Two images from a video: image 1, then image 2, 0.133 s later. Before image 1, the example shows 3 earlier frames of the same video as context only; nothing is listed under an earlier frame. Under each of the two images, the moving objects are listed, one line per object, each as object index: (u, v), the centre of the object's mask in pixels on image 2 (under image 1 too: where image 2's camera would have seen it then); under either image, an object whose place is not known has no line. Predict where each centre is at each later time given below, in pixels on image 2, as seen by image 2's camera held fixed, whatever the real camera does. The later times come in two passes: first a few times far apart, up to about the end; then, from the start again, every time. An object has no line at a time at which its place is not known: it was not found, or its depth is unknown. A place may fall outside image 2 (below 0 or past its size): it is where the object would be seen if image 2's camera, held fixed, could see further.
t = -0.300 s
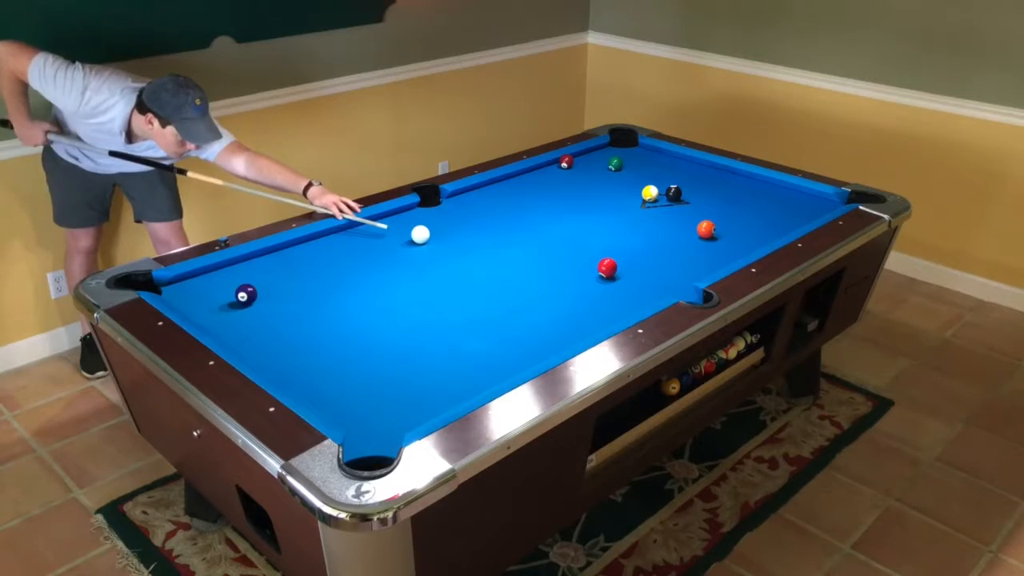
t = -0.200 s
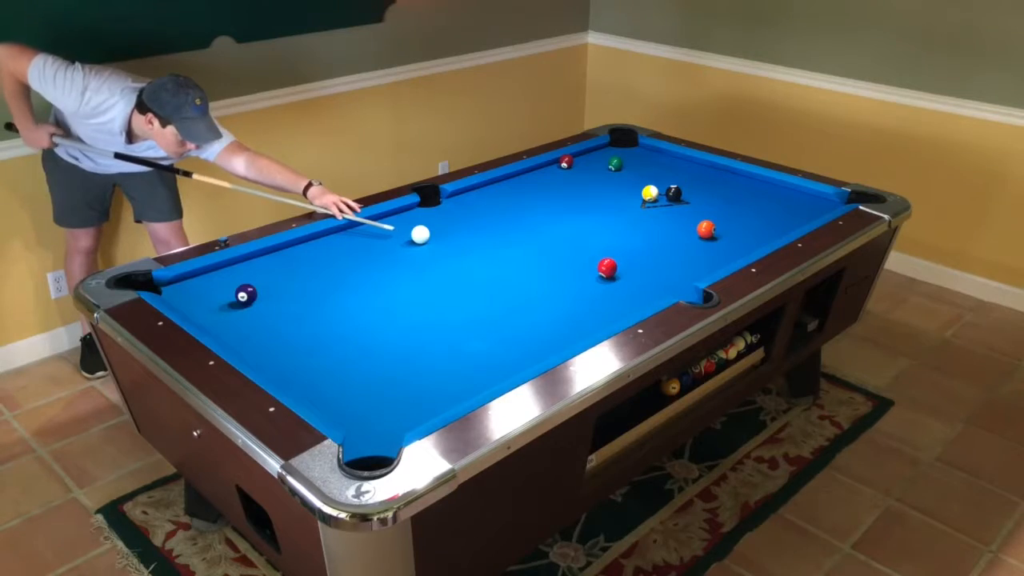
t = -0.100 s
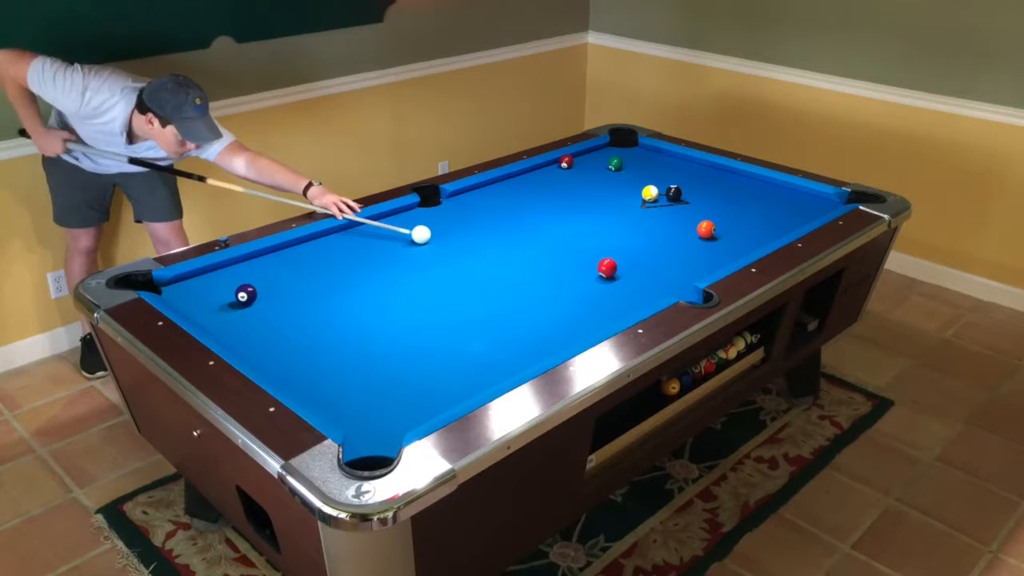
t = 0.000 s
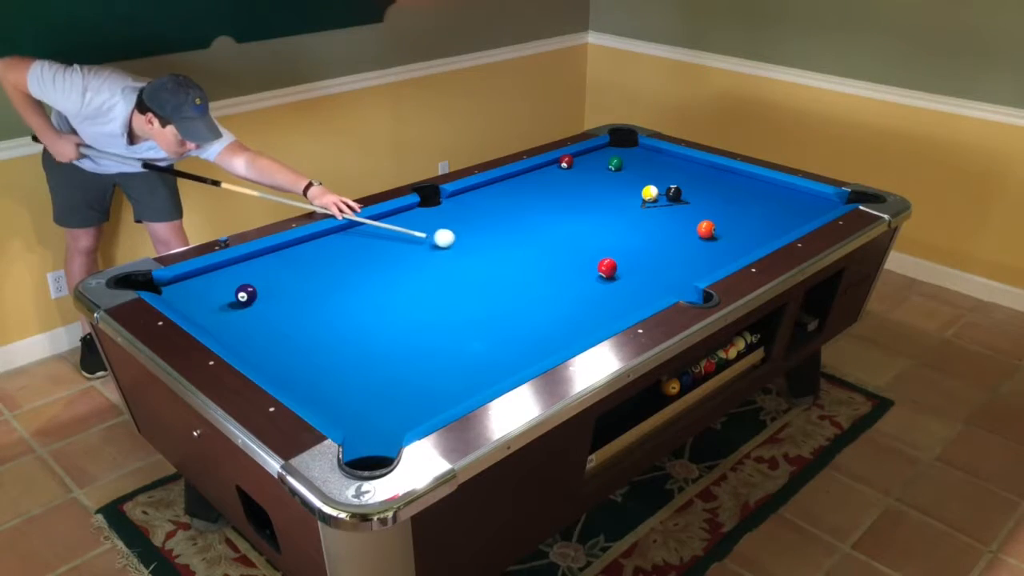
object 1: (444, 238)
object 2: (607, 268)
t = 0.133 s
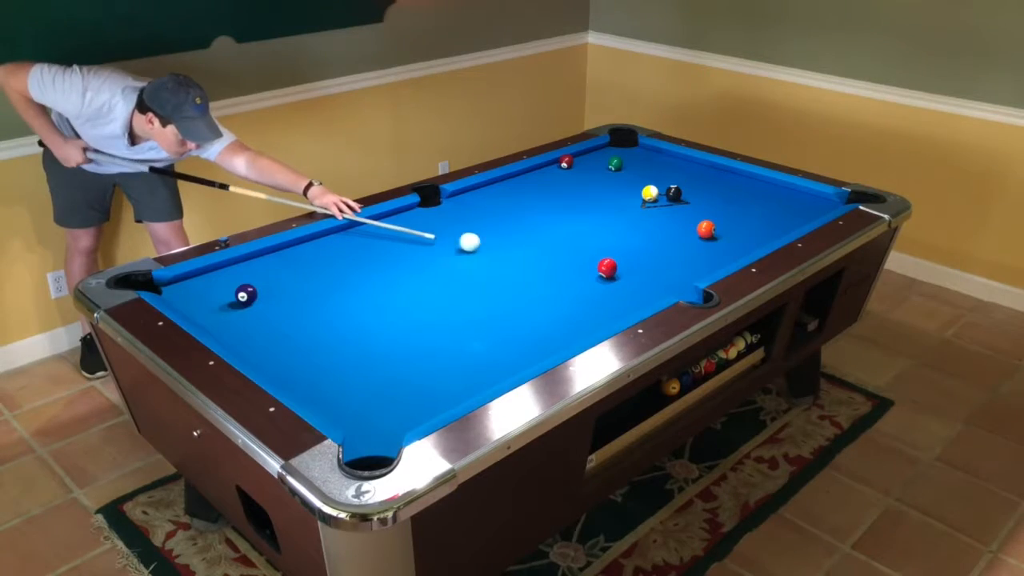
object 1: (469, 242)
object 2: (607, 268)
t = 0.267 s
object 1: (494, 246)
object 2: (607, 268)
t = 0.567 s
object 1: (550, 255)
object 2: (607, 268)
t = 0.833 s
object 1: (594, 261)
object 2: (612, 270)
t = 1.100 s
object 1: (614, 258)
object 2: (635, 278)
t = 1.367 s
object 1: (631, 256)
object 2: (657, 286)
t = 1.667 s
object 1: (648, 254)
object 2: (681, 293)
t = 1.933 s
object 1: (661, 252)
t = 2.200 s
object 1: (671, 250)
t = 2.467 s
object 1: (679, 249)
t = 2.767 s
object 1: (687, 248)
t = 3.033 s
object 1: (691, 248)
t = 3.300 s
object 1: (693, 248)
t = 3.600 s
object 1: (693, 248)
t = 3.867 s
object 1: (693, 248)
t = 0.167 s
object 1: (475, 243)
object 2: (607, 268)
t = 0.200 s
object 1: (482, 244)
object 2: (607, 268)
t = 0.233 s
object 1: (488, 245)
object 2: (607, 268)
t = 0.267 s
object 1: (494, 246)
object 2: (607, 268)
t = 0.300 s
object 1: (501, 247)
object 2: (607, 268)
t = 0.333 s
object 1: (507, 248)
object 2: (607, 268)
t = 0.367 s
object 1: (513, 249)
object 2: (607, 268)
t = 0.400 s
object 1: (519, 250)
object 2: (607, 268)
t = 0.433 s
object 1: (525, 251)
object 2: (607, 268)
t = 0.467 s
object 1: (532, 252)
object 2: (607, 268)
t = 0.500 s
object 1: (538, 253)
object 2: (607, 268)
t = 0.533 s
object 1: (544, 254)
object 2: (607, 268)
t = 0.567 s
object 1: (550, 255)
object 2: (607, 268)
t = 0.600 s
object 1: (556, 256)
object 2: (607, 268)
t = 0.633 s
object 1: (563, 257)
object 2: (607, 268)
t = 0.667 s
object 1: (569, 258)
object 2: (607, 268)
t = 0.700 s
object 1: (575, 259)
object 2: (607, 268)
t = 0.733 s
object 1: (581, 260)
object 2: (607, 268)
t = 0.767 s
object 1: (587, 261)
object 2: (607, 268)
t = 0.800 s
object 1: (592, 261)
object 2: (609, 268)
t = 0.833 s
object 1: (594, 261)
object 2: (612, 270)
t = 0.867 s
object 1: (597, 260)
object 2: (615, 271)
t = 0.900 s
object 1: (599, 260)
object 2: (618, 272)
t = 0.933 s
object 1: (602, 260)
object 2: (621, 273)
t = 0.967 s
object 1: (604, 259)
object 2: (624, 274)
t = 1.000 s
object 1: (607, 259)
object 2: (627, 275)
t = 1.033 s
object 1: (609, 259)
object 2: (630, 276)
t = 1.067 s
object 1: (611, 258)
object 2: (632, 277)
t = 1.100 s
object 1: (614, 258)
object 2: (635, 278)
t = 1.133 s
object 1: (616, 258)
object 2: (638, 279)
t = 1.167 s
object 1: (618, 258)
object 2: (641, 280)
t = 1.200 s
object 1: (620, 257)
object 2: (644, 281)
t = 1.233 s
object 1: (623, 257)
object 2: (647, 282)
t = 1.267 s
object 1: (625, 257)
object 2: (649, 283)
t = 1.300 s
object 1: (627, 256)
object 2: (652, 284)
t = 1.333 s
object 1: (629, 256)
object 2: (655, 285)
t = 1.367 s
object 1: (631, 256)
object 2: (657, 286)
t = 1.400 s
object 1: (633, 256)
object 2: (660, 287)
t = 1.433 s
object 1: (635, 255)
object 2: (663, 287)
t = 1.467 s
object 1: (637, 255)
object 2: (665, 288)
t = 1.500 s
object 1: (639, 255)
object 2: (668, 289)
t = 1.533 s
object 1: (641, 255)
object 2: (671, 290)
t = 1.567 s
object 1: (642, 254)
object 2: (673, 290)
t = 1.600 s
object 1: (644, 254)
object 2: (676, 291)
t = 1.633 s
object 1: (646, 254)
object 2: (678, 291)
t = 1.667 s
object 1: (648, 254)
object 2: (681, 293)
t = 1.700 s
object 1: (649, 253)
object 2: (684, 295)
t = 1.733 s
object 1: (651, 253)
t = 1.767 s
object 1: (653, 253)
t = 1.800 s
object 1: (654, 253)
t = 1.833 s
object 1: (656, 253)
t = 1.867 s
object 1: (657, 252)
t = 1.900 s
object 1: (659, 252)
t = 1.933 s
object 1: (661, 252)
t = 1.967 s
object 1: (662, 252)
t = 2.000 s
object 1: (663, 252)
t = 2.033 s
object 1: (664, 251)
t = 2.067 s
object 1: (666, 251)
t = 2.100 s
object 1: (667, 251)
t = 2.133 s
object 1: (668, 251)
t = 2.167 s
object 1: (670, 251)
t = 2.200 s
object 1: (671, 250)
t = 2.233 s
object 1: (672, 250)
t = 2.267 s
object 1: (673, 250)
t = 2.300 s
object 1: (674, 250)
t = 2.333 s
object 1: (675, 250)
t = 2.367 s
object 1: (677, 250)
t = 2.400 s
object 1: (677, 249)
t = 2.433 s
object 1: (678, 249)
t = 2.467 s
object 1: (679, 249)
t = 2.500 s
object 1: (680, 249)
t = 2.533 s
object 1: (681, 249)
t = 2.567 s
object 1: (682, 249)
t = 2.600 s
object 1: (683, 249)
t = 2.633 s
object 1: (683, 249)
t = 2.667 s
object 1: (684, 249)
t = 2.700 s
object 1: (685, 249)
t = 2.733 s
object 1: (686, 249)
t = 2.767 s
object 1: (687, 248)
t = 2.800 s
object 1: (687, 248)
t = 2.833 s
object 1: (688, 248)
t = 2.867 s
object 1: (688, 248)
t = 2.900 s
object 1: (689, 248)
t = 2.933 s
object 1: (689, 248)
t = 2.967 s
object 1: (690, 248)
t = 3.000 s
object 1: (691, 248)
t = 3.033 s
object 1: (691, 248)
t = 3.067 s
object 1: (691, 248)
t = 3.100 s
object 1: (692, 248)
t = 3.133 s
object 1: (692, 248)
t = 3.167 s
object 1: (692, 248)
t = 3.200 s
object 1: (693, 248)
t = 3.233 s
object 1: (693, 248)
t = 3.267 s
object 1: (693, 248)
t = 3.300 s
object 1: (693, 248)
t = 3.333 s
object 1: (694, 248)
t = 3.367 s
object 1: (694, 248)
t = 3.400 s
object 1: (694, 248)
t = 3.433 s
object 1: (693, 248)
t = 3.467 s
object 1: (694, 248)
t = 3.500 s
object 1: (694, 248)
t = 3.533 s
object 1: (694, 248)
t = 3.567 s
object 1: (694, 248)
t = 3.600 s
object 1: (693, 248)
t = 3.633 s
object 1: (694, 248)
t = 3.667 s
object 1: (694, 248)
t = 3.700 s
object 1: (693, 248)
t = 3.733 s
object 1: (693, 248)
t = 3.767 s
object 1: (693, 248)
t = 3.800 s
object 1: (693, 248)
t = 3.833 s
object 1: (693, 248)
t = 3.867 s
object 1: (693, 248)
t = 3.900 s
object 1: (693, 248)
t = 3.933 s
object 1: (693, 248)
